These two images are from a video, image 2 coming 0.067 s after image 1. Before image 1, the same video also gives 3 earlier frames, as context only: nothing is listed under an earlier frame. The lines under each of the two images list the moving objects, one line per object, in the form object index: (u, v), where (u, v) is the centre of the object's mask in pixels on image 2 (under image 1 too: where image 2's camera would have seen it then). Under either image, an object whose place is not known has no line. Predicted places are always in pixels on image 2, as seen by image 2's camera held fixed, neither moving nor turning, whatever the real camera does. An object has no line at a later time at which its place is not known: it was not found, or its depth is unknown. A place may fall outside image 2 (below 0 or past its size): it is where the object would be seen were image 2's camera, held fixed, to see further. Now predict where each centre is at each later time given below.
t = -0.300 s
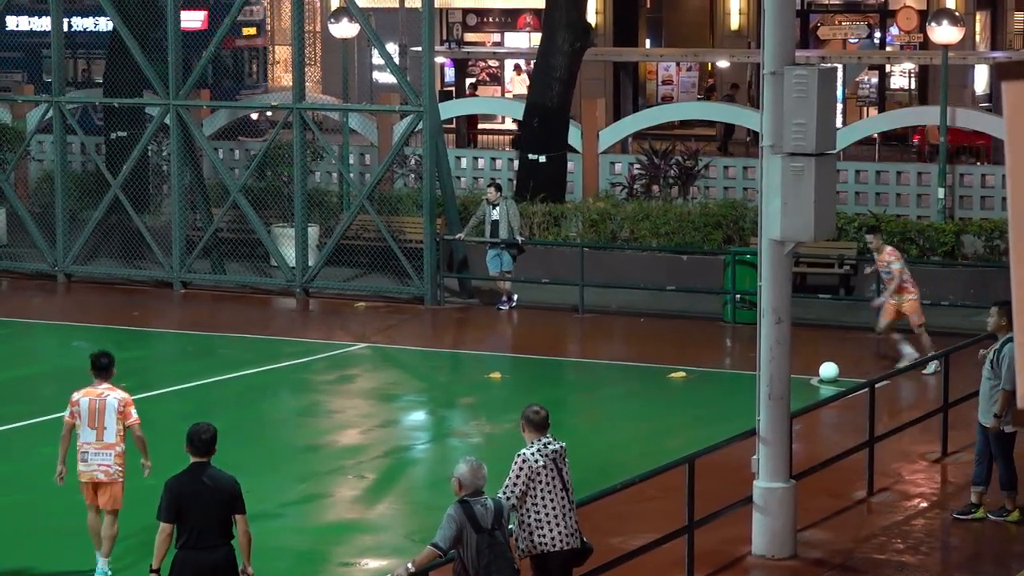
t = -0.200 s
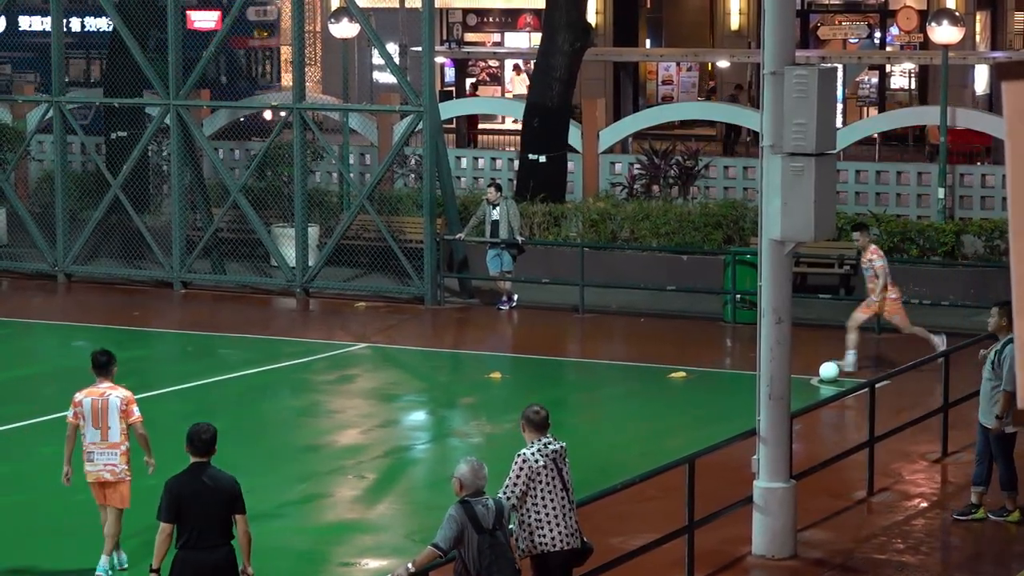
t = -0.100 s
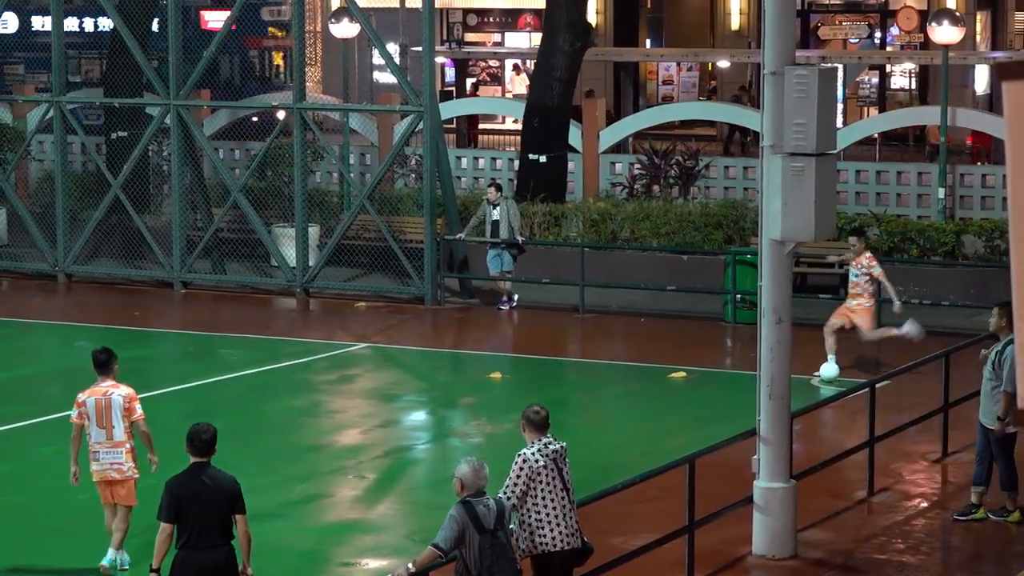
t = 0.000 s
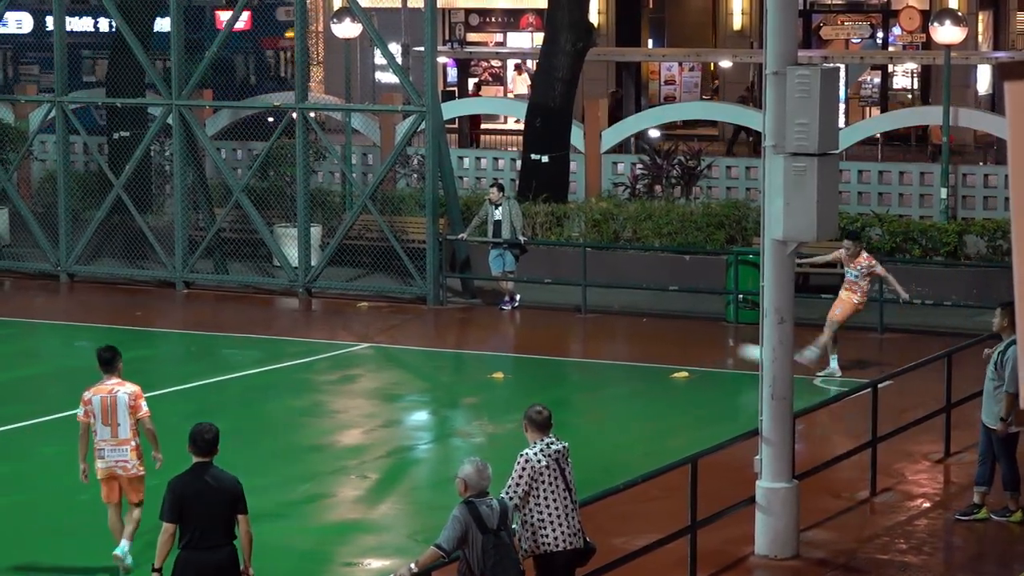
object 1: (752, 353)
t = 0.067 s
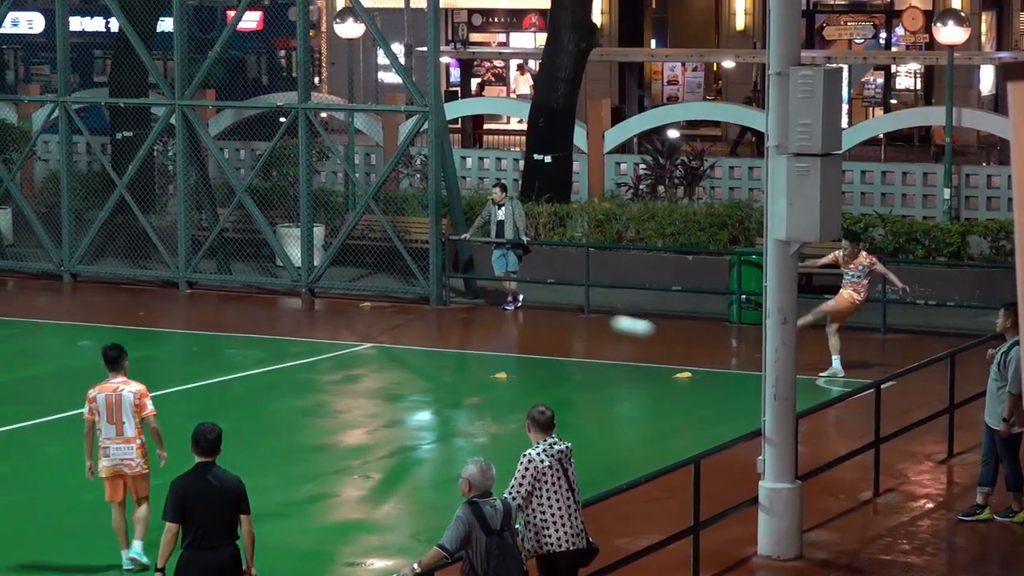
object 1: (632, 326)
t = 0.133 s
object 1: (510, 301)
